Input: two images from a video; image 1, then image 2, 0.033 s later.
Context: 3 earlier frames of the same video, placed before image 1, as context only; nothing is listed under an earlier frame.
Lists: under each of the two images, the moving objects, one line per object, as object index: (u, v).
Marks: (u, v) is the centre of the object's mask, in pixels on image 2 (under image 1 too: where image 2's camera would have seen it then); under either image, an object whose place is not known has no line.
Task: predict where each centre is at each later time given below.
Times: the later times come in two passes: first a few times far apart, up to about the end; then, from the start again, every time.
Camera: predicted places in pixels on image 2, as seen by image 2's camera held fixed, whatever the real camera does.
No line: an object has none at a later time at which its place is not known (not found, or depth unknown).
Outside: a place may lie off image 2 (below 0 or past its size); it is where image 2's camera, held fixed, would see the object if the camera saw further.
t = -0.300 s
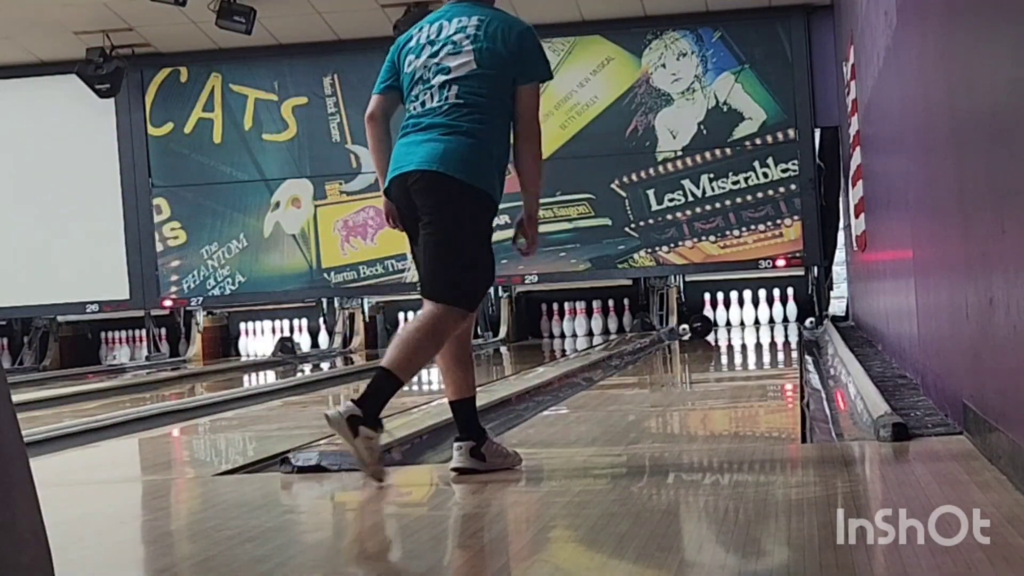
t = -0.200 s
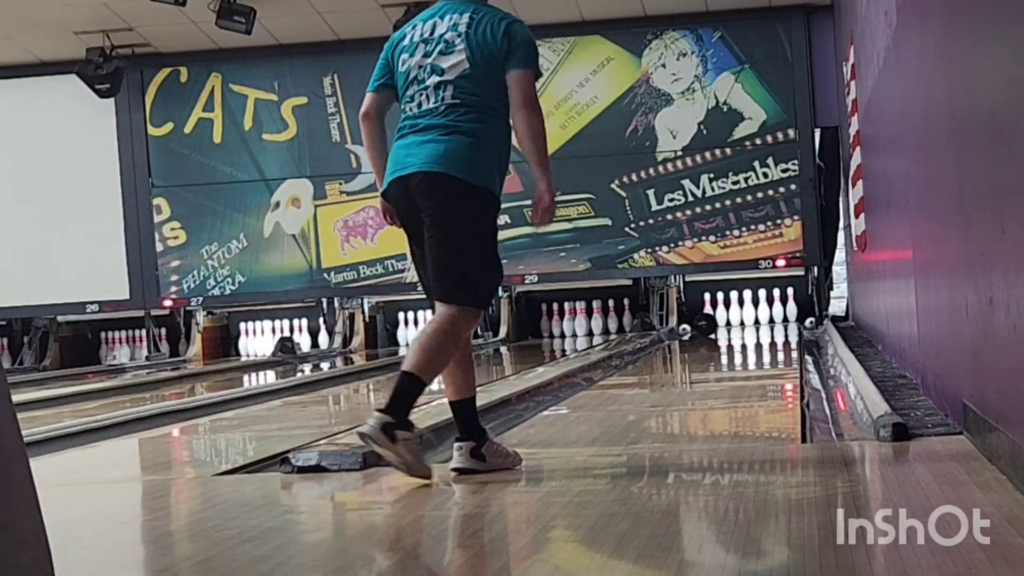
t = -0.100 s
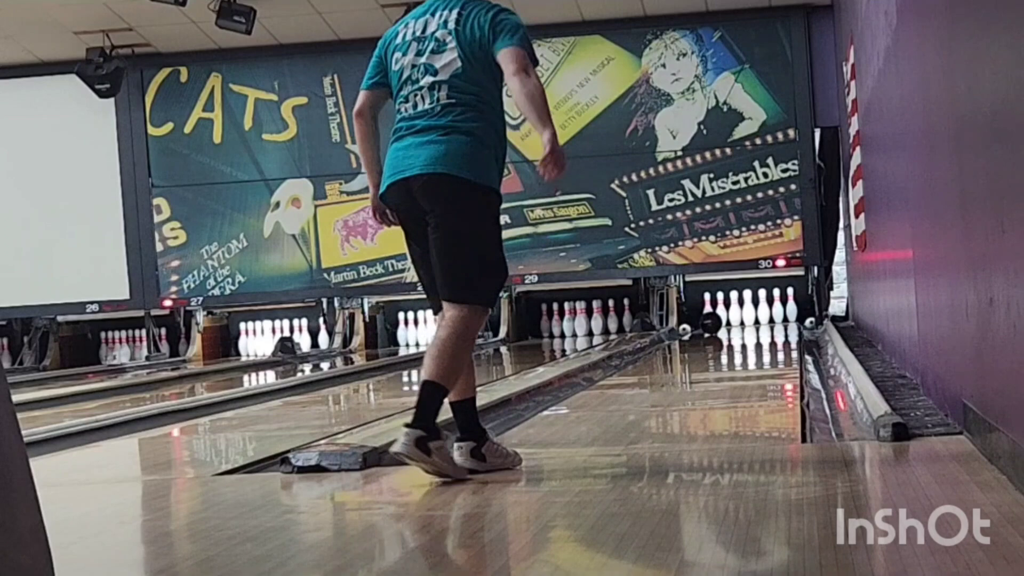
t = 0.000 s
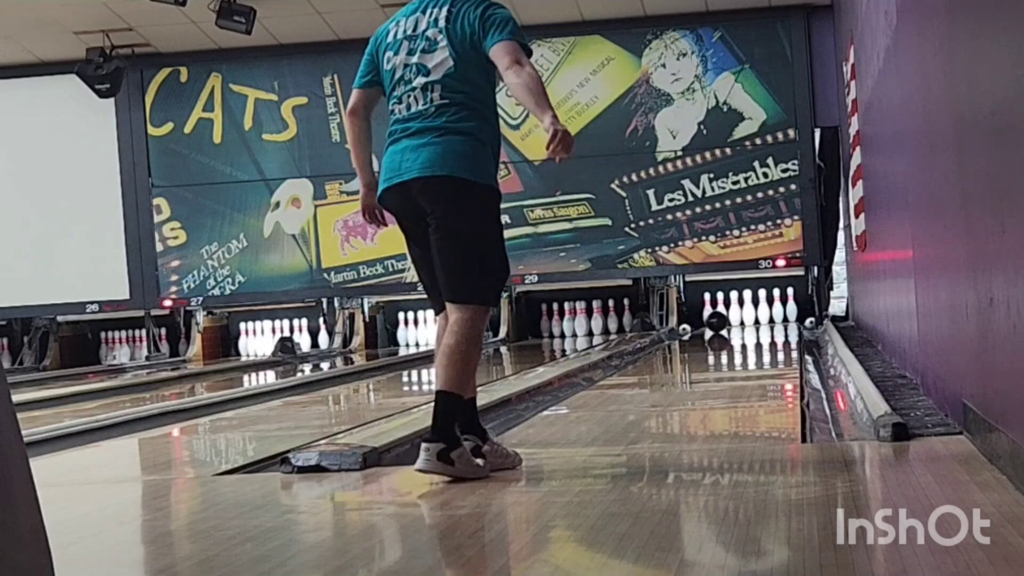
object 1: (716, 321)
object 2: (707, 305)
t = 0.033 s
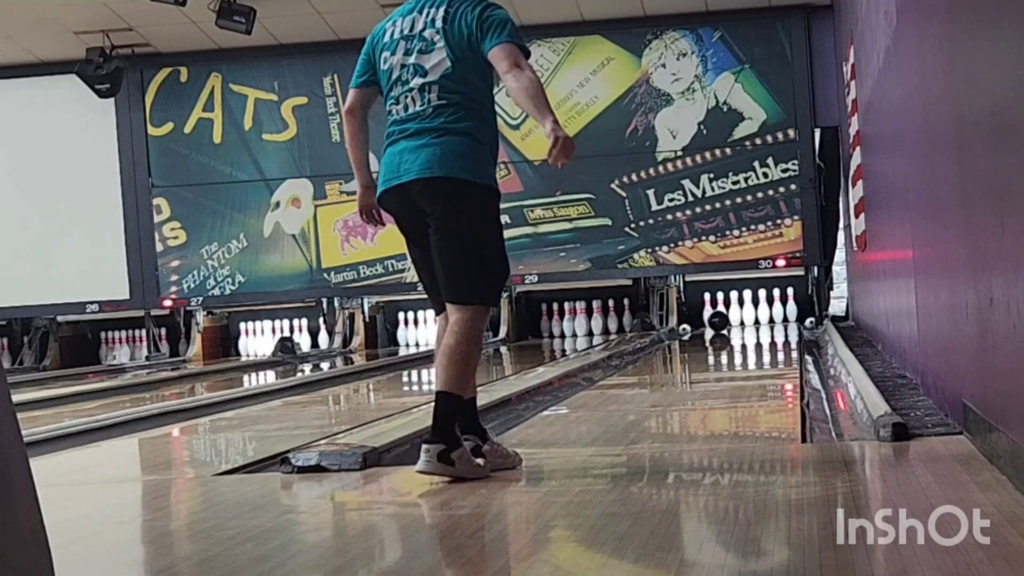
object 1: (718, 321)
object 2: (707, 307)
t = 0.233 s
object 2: (708, 310)
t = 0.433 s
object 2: (708, 310)
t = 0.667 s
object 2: (710, 310)
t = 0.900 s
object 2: (723, 312)
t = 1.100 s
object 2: (730, 317)
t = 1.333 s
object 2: (735, 319)
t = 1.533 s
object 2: (737, 319)
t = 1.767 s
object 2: (735, 319)
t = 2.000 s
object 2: (735, 320)
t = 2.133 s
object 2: (735, 320)
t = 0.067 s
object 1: (720, 321)
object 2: (707, 308)
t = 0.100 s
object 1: (722, 320)
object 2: (708, 308)
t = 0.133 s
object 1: (725, 320)
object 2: (708, 309)
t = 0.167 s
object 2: (708, 310)
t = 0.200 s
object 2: (708, 309)
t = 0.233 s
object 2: (708, 310)
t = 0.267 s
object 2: (708, 310)
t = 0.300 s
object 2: (708, 310)
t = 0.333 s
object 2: (708, 309)
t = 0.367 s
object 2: (708, 310)
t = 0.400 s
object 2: (708, 310)
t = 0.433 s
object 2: (708, 310)
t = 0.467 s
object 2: (708, 309)
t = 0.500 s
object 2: (706, 307)
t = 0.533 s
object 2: (702, 310)
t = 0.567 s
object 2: (707, 310)
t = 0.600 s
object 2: (708, 309)
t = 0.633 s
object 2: (708, 310)
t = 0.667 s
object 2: (710, 310)
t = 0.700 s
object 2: (712, 310)
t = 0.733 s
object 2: (714, 310)
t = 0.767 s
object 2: (716, 310)
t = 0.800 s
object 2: (718, 310)
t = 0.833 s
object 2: (720, 311)
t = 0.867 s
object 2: (721, 311)
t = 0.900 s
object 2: (723, 312)
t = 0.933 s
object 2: (724, 313)
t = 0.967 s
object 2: (726, 315)
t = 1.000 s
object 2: (727, 318)
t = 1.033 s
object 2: (729, 320)
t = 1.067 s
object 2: (730, 318)
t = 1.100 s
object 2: (730, 317)
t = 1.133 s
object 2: (732, 316)
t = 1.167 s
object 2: (732, 316)
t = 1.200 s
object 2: (733, 316)
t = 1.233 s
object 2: (734, 317)
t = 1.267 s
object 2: (734, 319)
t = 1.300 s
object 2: (735, 319)
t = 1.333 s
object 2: (735, 319)
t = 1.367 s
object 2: (736, 318)
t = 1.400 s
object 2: (736, 318)
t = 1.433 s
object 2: (737, 318)
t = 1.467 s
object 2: (737, 318)
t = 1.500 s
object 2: (737, 318)
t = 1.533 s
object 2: (737, 319)
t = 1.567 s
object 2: (737, 319)
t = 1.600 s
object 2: (736, 319)
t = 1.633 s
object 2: (736, 319)
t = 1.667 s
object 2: (736, 319)
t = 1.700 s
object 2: (736, 319)
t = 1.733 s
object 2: (736, 319)
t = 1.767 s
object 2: (735, 319)
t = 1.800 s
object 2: (735, 319)
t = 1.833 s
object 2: (735, 319)
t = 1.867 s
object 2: (735, 320)
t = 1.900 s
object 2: (735, 320)
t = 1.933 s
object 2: (735, 320)
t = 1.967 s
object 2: (735, 320)
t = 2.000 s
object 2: (735, 320)
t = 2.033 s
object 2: (735, 320)
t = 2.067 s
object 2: (735, 320)
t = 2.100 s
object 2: (735, 320)
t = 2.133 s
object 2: (735, 320)
